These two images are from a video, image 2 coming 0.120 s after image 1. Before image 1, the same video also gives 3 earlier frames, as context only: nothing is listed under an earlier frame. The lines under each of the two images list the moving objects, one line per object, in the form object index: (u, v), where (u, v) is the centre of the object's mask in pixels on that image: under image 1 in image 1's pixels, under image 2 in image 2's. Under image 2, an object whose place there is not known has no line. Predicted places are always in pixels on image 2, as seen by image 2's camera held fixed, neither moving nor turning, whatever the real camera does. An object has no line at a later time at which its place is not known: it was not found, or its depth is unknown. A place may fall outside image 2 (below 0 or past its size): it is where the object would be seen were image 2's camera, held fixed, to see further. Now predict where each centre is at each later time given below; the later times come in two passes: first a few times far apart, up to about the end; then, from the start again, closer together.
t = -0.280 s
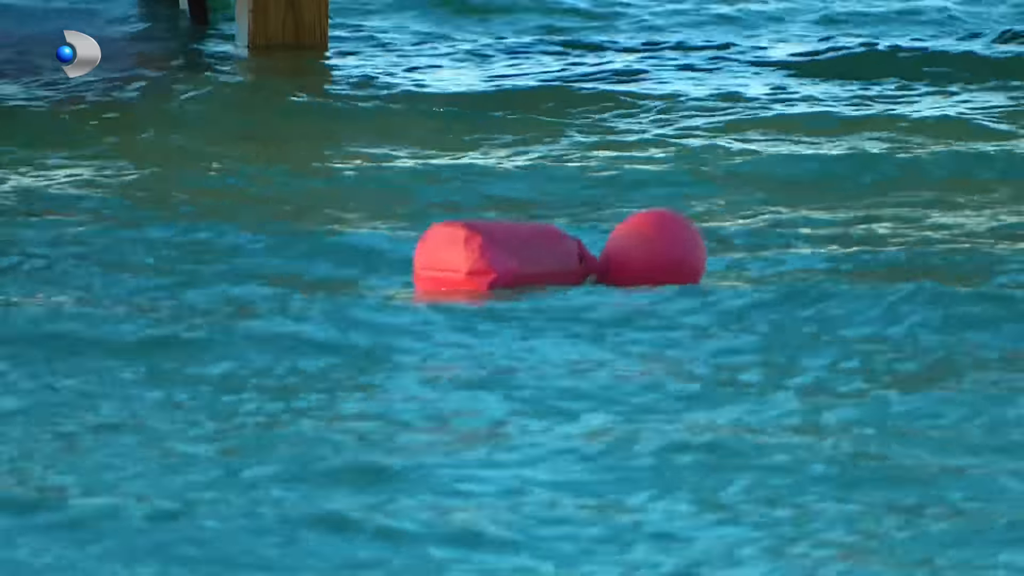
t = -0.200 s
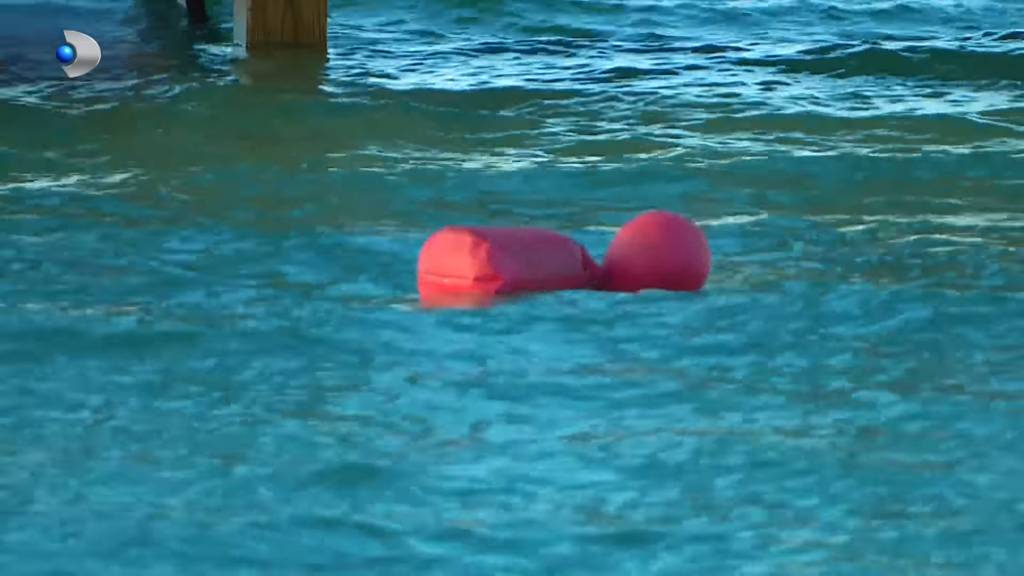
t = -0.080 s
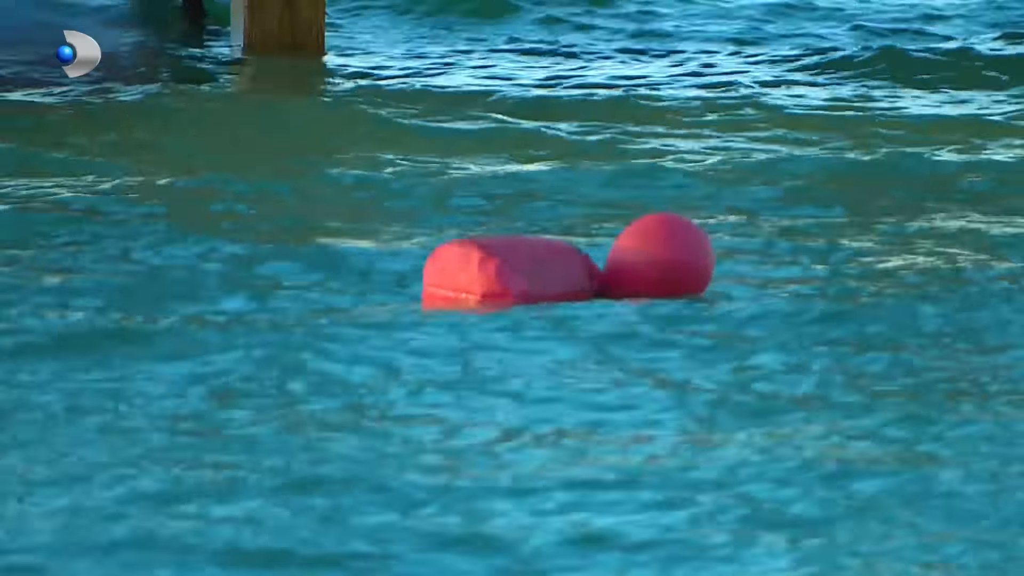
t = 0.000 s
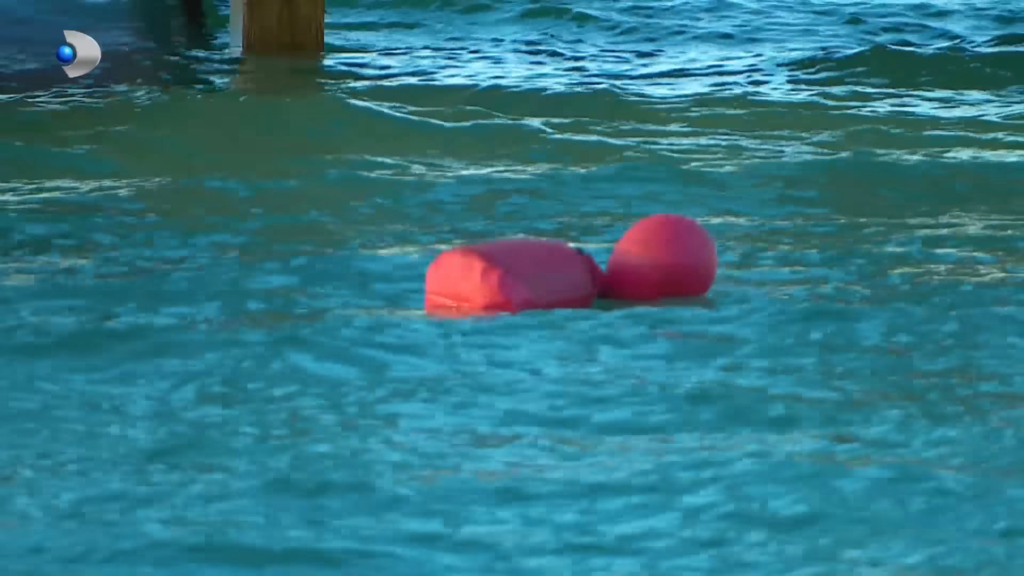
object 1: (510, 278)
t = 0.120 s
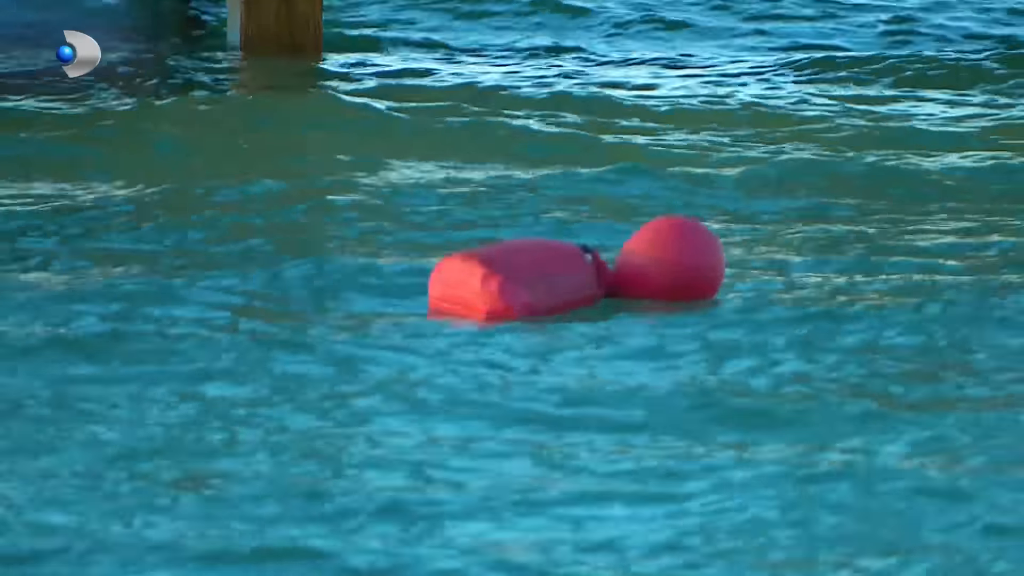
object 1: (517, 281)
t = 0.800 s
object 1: (540, 284)
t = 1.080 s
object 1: (543, 296)
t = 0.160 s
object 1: (517, 281)
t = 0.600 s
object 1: (535, 279)
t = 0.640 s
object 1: (536, 279)
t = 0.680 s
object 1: (537, 280)
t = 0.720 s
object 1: (539, 281)
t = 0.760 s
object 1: (540, 283)
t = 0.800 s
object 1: (540, 284)
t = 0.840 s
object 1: (540, 285)
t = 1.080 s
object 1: (543, 296)
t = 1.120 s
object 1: (543, 300)
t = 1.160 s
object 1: (546, 302)
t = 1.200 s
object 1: (542, 303)
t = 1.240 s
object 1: (536, 299)
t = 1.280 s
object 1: (542, 296)
